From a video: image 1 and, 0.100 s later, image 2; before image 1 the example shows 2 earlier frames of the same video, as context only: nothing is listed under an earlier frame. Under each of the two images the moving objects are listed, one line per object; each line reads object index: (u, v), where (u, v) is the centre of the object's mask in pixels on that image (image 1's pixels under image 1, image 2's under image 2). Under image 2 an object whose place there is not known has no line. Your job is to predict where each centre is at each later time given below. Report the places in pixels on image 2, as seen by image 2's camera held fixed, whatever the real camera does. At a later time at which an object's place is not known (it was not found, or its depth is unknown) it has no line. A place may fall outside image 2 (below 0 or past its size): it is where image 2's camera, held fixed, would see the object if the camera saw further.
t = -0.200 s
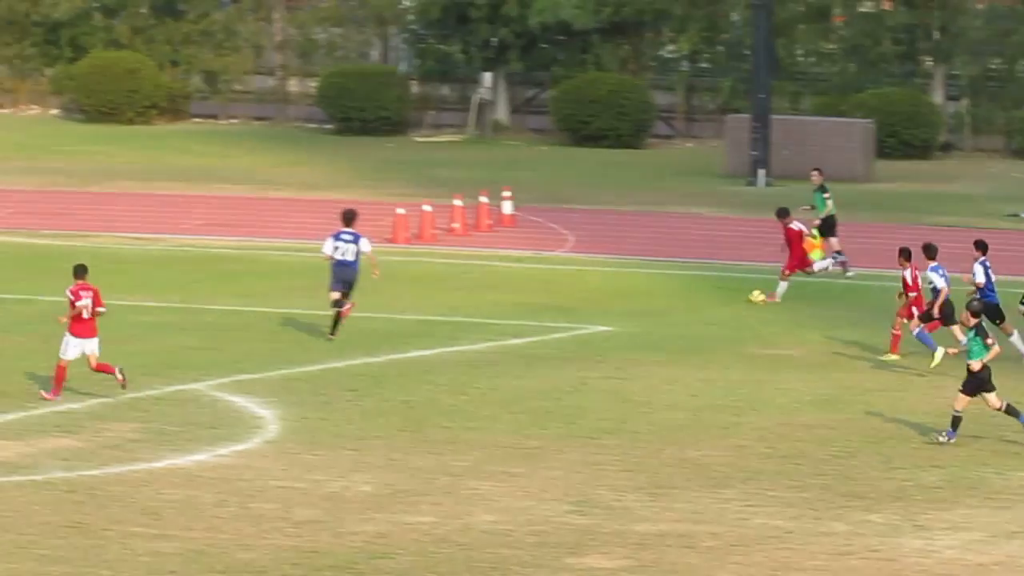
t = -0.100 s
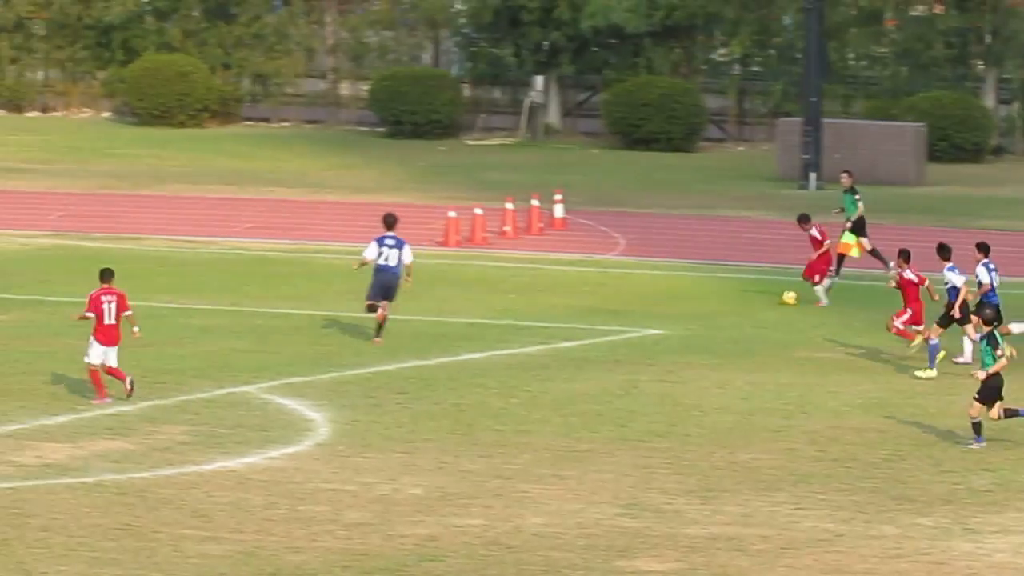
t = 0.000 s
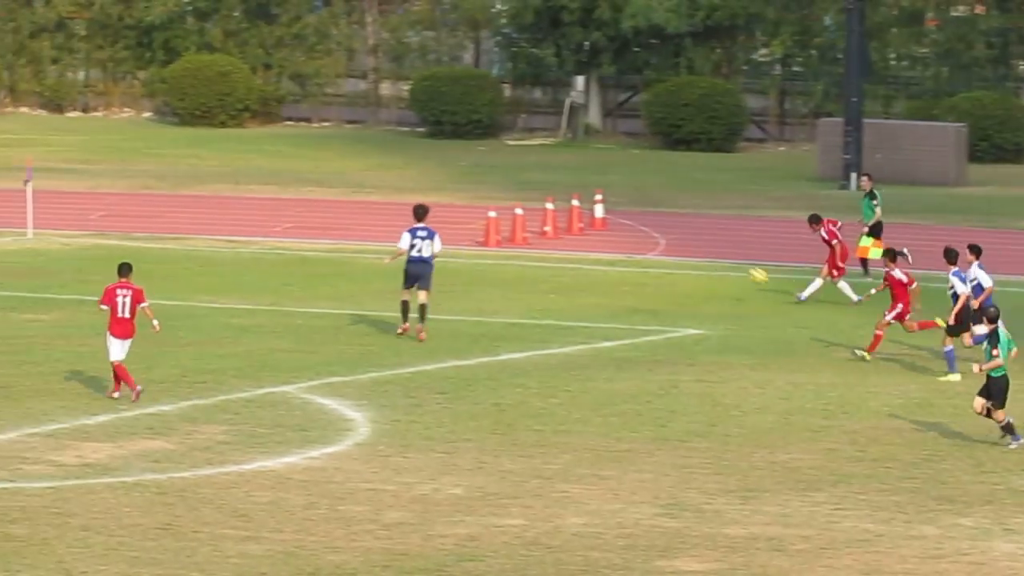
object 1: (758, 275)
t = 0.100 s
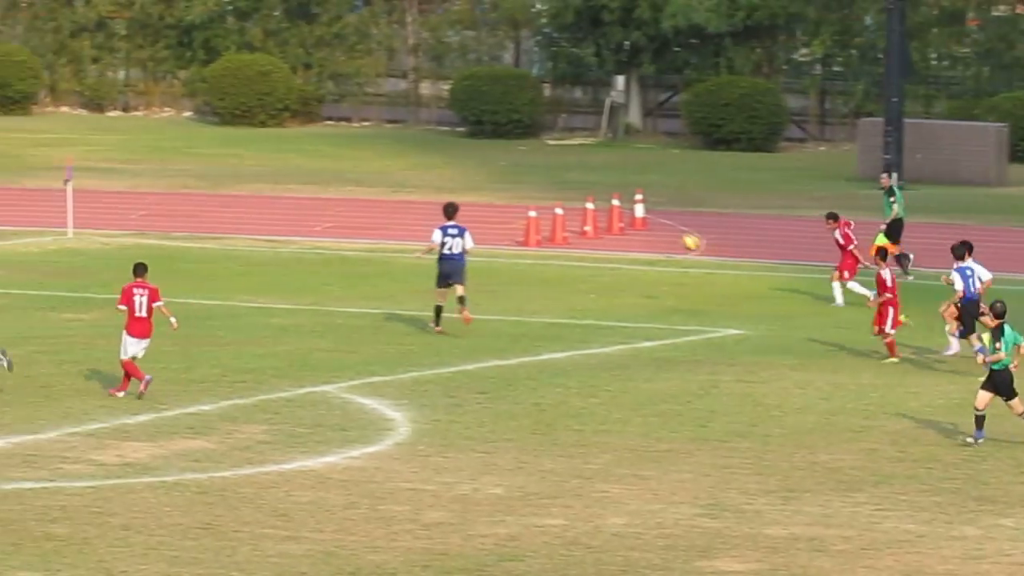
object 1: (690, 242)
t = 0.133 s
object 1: (657, 233)
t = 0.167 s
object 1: (626, 224)
